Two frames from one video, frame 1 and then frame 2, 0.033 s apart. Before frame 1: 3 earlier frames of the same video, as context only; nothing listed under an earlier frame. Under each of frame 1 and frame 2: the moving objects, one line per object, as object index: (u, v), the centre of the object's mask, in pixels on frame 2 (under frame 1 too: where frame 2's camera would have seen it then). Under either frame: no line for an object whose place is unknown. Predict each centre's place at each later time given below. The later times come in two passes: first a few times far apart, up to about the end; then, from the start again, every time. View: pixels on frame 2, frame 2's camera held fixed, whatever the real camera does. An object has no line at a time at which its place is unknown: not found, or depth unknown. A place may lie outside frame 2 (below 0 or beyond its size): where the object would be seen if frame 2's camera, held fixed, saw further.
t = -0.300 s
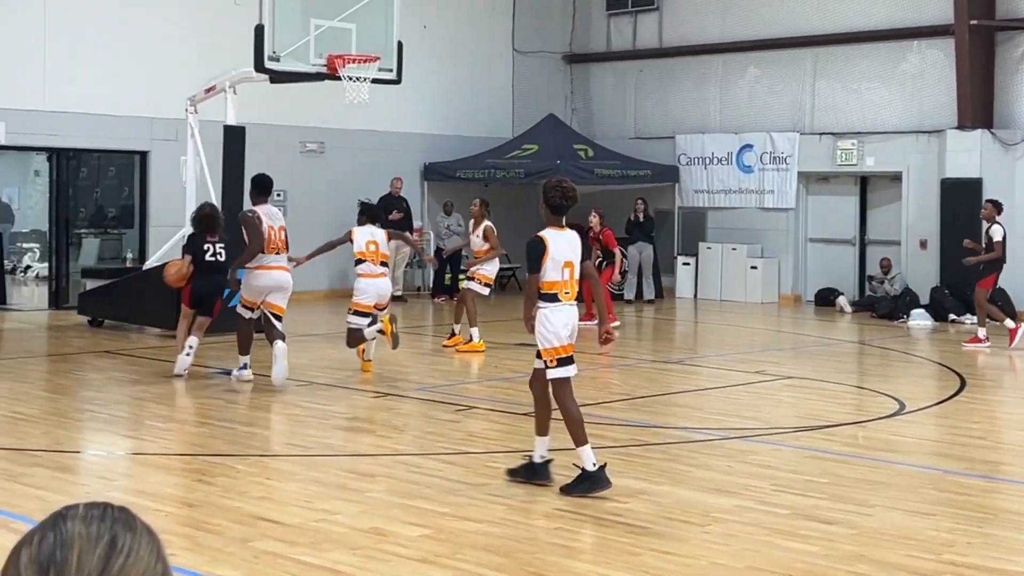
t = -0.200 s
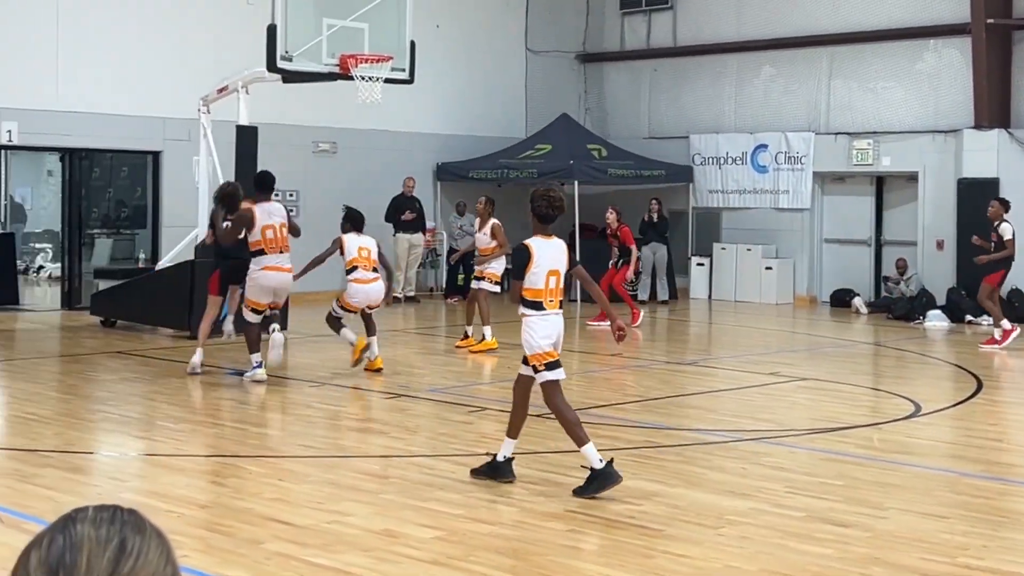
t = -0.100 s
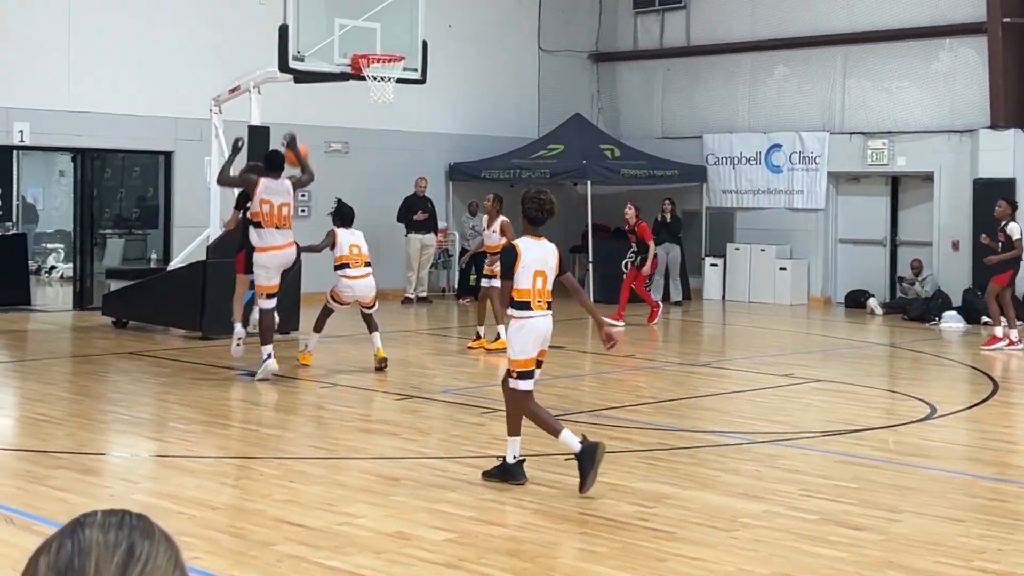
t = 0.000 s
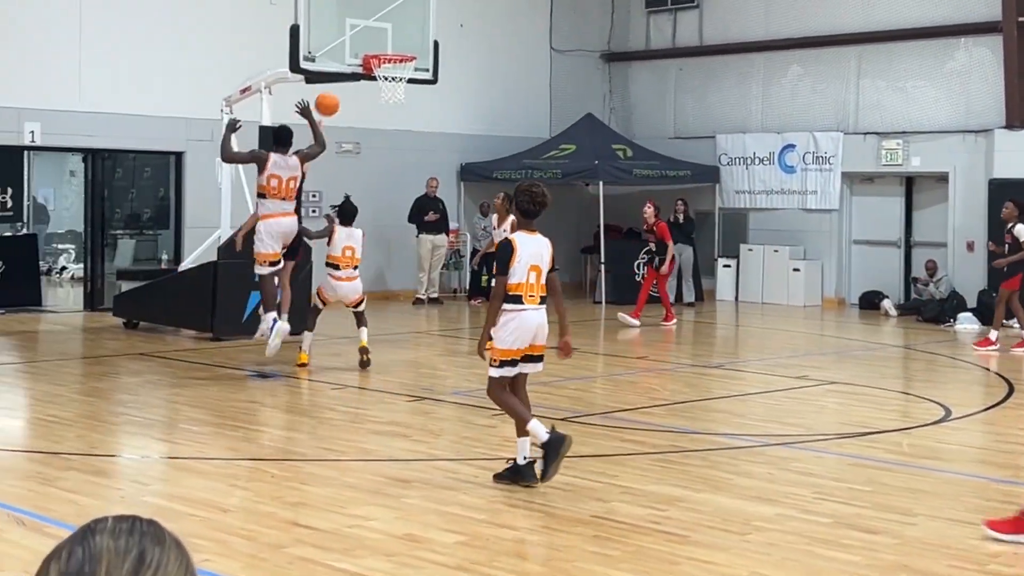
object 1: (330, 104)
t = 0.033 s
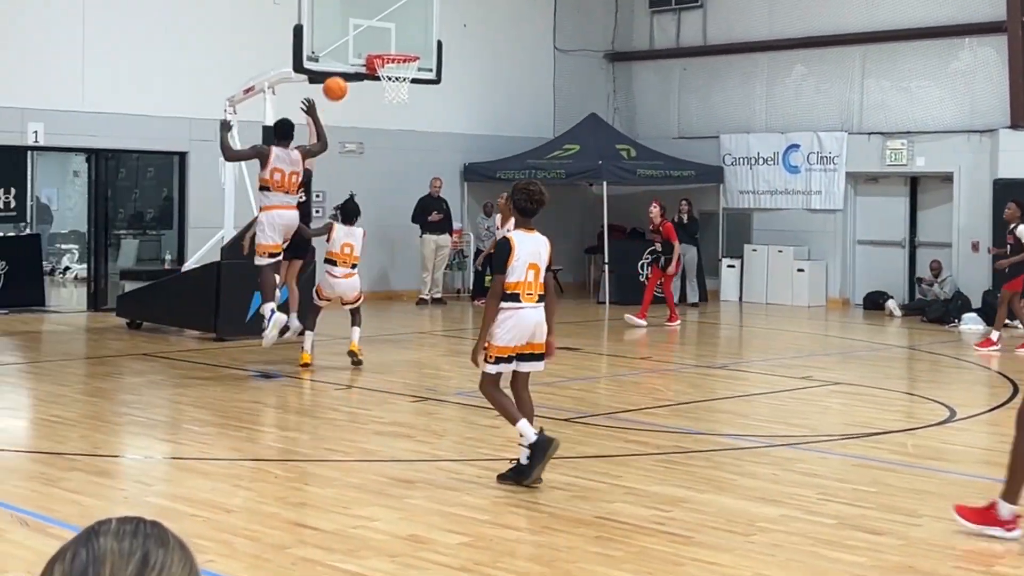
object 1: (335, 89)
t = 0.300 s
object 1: (369, 14)
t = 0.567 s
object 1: (402, 33)
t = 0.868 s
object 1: (393, 28)
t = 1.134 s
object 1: (383, 34)
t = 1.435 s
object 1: (394, 59)
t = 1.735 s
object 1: (396, 162)
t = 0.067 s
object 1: (339, 75)
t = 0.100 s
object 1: (344, 62)
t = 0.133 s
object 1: (348, 51)
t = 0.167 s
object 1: (352, 41)
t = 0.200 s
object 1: (357, 31)
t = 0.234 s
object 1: (361, 23)
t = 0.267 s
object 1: (364, 17)
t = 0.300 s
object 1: (369, 14)
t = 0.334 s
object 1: (373, 12)
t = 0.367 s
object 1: (377, 12)
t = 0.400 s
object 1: (382, 13)
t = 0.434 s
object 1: (386, 14)
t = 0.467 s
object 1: (390, 17)
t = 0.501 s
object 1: (394, 21)
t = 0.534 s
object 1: (398, 26)
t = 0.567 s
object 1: (402, 33)
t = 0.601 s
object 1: (406, 40)
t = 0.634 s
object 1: (410, 47)
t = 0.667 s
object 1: (409, 45)
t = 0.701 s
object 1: (406, 40)
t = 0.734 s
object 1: (403, 36)
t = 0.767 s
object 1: (401, 32)
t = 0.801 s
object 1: (399, 30)
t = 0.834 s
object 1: (396, 28)
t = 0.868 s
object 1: (393, 28)
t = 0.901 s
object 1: (390, 29)
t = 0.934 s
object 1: (388, 31)
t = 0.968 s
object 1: (385, 34)
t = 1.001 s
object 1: (383, 38)
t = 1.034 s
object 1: (380, 43)
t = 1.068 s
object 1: (381, 40)
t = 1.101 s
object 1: (382, 36)
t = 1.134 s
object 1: (383, 34)
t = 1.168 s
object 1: (384, 32)
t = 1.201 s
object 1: (386, 32)
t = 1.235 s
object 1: (387, 33)
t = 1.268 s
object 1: (388, 34)
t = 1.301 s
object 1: (389, 38)
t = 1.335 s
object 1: (390, 42)
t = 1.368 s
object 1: (391, 45)
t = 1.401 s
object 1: (392, 50)
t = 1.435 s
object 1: (394, 59)
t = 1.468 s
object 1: (394, 66)
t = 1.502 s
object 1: (395, 76)
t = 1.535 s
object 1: (396, 87)
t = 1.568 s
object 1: (396, 97)
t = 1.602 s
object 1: (396, 109)
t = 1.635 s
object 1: (396, 121)
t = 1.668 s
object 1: (396, 134)
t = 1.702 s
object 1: (396, 147)
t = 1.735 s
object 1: (396, 162)
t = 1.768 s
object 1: (397, 178)
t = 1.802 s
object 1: (398, 195)
